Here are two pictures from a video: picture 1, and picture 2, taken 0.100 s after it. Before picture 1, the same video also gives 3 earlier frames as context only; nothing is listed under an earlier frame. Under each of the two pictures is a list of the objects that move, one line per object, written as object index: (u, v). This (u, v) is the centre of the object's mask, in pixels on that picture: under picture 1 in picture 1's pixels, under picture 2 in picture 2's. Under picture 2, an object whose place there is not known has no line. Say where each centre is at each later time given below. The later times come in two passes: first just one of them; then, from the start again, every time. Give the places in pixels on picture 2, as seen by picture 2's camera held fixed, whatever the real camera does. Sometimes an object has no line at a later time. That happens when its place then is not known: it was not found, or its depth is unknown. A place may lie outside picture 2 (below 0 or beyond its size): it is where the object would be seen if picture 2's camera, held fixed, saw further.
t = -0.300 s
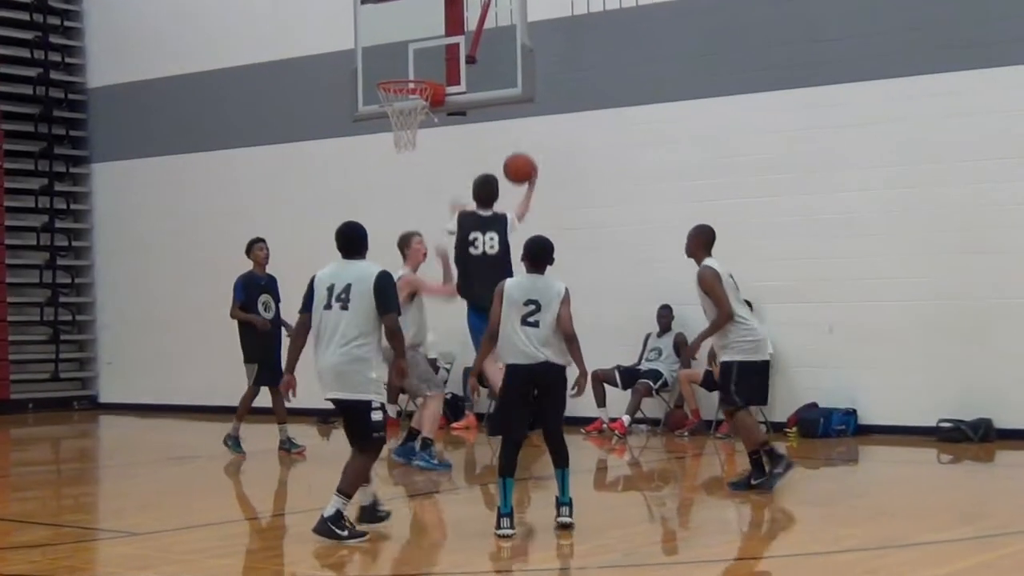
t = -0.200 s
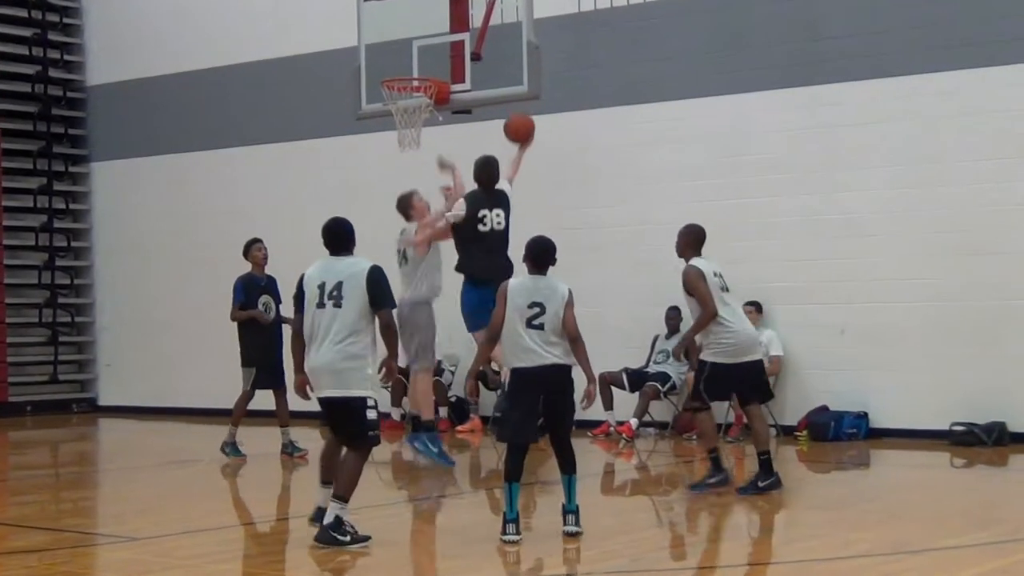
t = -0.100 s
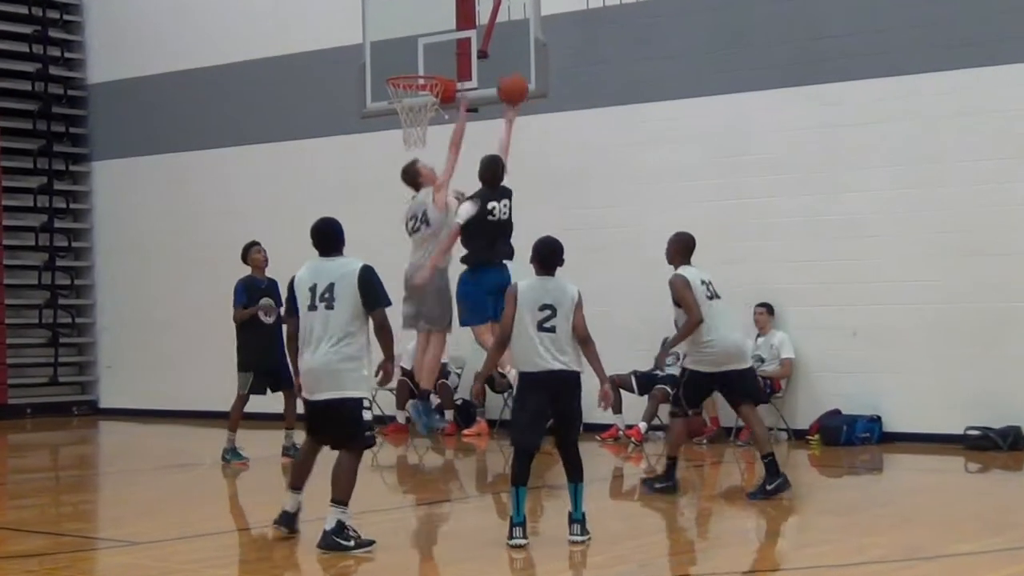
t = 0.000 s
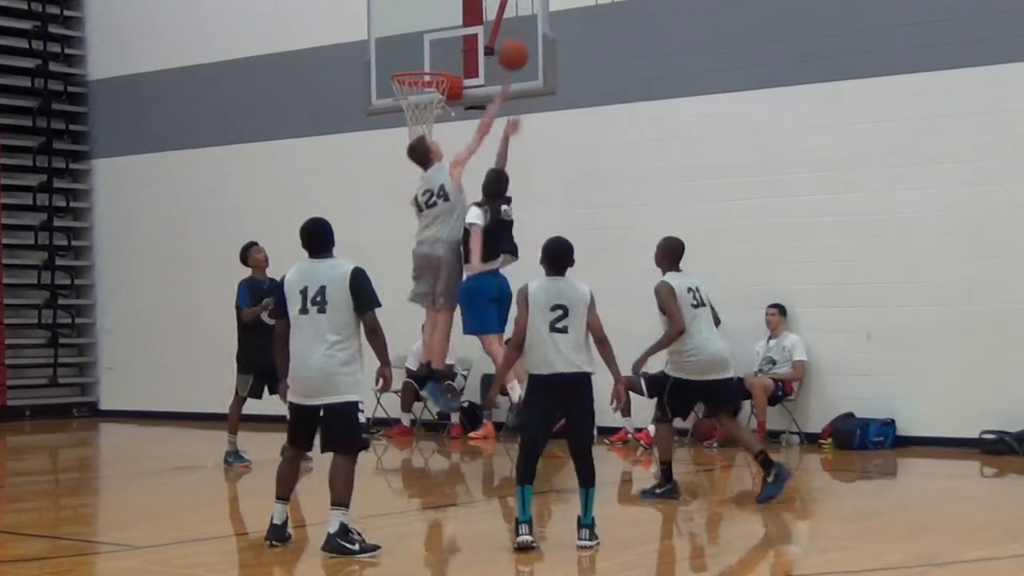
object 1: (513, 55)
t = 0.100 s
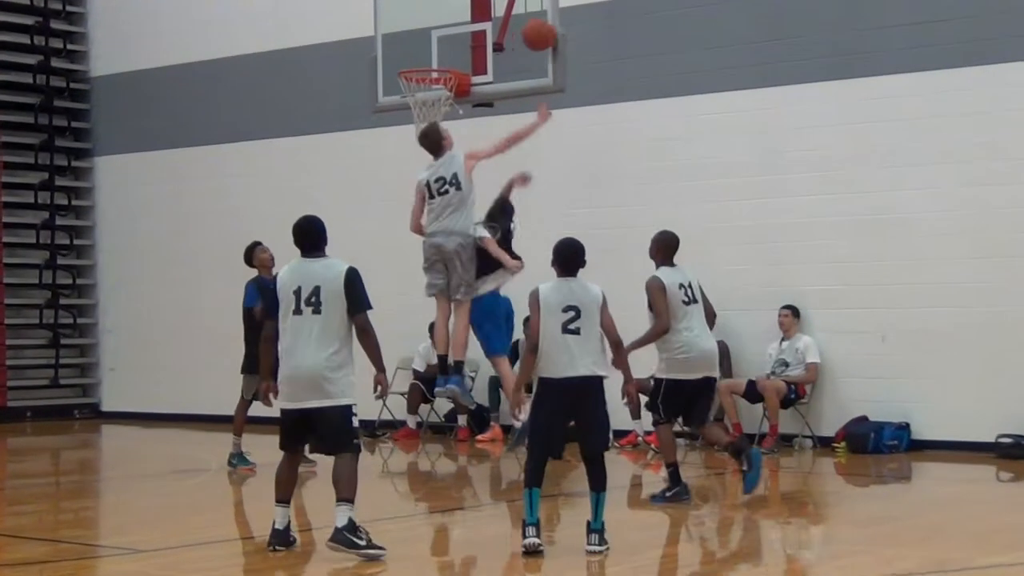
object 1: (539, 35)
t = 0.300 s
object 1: (490, 50)
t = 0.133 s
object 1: (530, 35)
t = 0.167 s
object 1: (523, 35)
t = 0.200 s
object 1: (515, 36)
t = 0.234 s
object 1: (506, 40)
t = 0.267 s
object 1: (498, 45)
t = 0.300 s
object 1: (490, 50)
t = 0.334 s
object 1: (481, 59)
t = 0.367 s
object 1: (472, 69)
